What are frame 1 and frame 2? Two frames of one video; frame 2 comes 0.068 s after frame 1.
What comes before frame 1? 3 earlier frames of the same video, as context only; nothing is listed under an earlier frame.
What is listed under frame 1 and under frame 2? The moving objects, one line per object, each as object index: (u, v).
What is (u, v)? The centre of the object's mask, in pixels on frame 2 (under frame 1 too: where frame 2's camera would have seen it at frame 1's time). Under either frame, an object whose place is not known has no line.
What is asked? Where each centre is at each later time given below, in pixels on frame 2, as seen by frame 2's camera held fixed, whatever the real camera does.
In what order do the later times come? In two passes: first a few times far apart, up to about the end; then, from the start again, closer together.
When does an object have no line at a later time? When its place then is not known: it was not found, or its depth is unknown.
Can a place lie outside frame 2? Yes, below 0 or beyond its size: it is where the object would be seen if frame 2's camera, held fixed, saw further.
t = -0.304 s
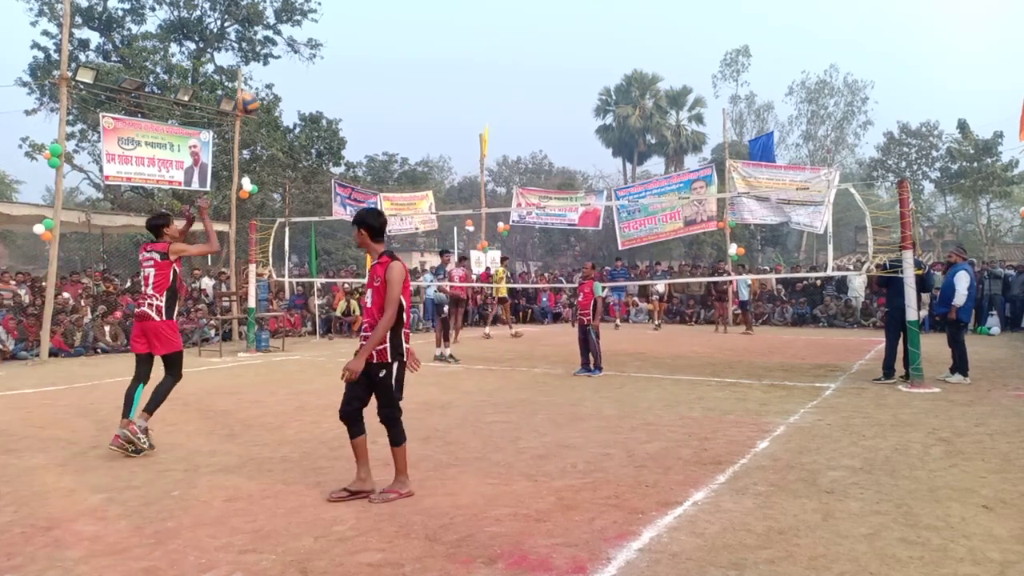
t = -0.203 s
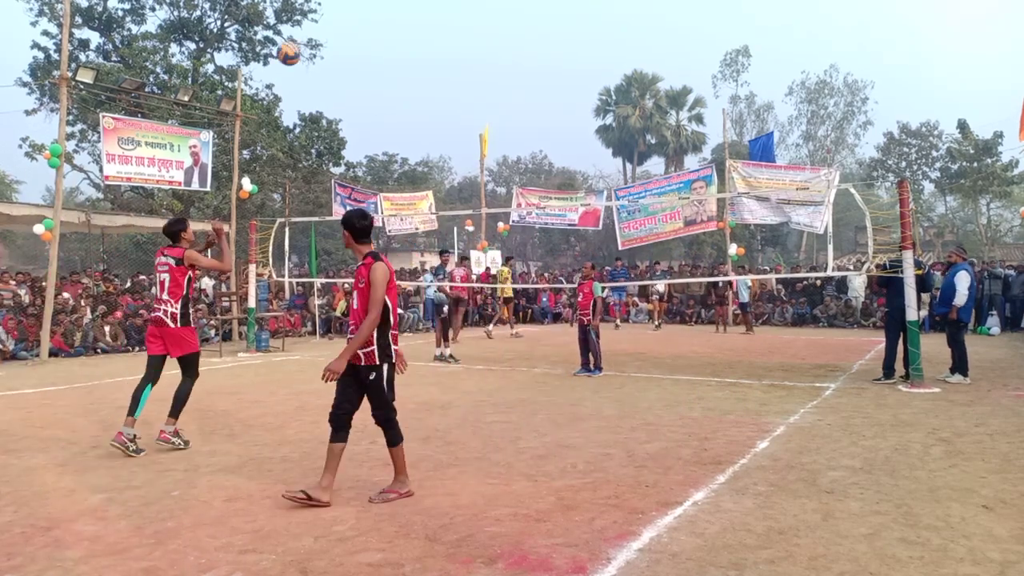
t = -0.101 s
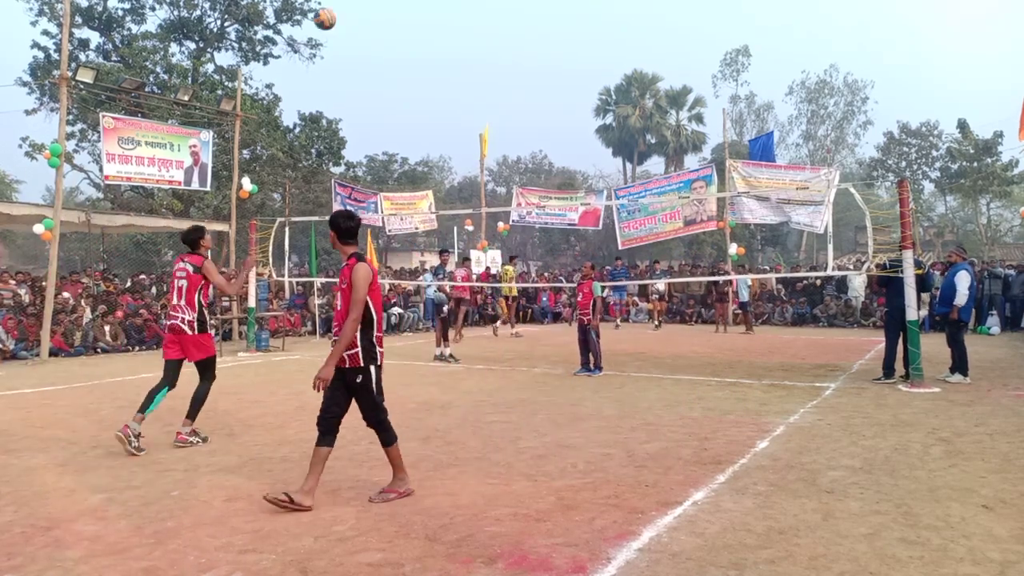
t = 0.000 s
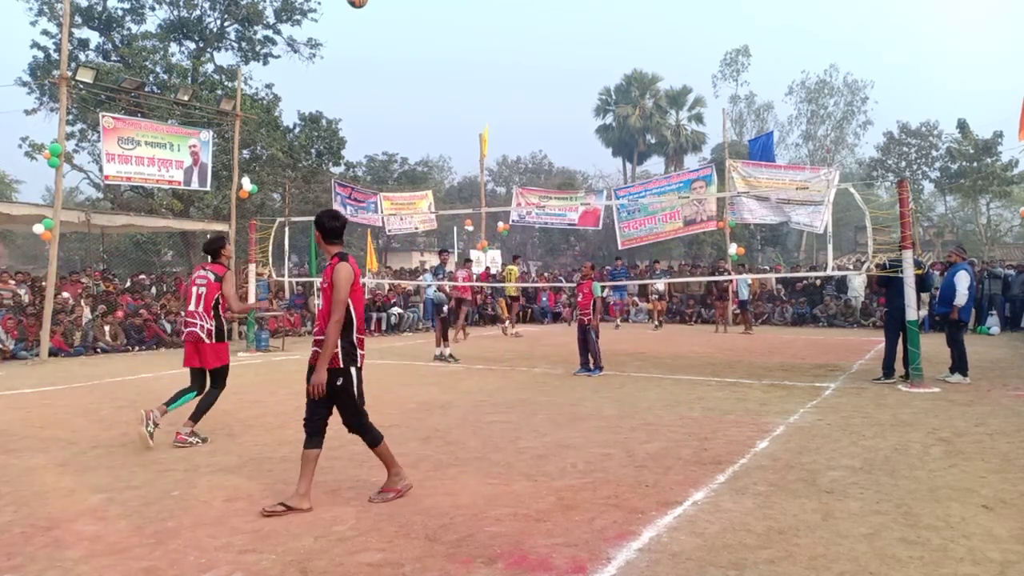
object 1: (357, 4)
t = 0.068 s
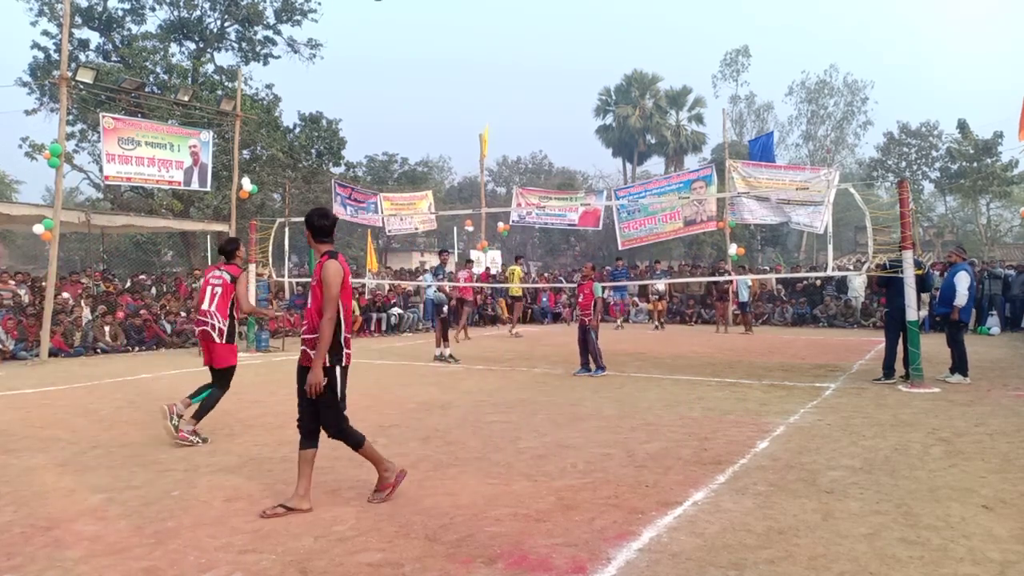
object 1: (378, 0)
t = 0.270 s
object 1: (432, 2)
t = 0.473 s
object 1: (477, 32)
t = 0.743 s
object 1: (527, 124)
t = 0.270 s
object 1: (432, 2)
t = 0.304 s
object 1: (440, 3)
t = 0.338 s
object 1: (448, 6)
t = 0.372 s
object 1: (455, 9)
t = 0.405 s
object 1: (463, 16)
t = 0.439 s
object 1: (470, 23)
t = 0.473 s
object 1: (477, 32)
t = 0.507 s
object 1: (484, 41)
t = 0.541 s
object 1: (491, 51)
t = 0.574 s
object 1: (497, 62)
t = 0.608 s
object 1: (503, 73)
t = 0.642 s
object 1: (510, 85)
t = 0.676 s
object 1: (516, 98)
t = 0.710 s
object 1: (522, 111)
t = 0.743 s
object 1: (527, 124)
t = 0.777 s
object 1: (533, 139)
